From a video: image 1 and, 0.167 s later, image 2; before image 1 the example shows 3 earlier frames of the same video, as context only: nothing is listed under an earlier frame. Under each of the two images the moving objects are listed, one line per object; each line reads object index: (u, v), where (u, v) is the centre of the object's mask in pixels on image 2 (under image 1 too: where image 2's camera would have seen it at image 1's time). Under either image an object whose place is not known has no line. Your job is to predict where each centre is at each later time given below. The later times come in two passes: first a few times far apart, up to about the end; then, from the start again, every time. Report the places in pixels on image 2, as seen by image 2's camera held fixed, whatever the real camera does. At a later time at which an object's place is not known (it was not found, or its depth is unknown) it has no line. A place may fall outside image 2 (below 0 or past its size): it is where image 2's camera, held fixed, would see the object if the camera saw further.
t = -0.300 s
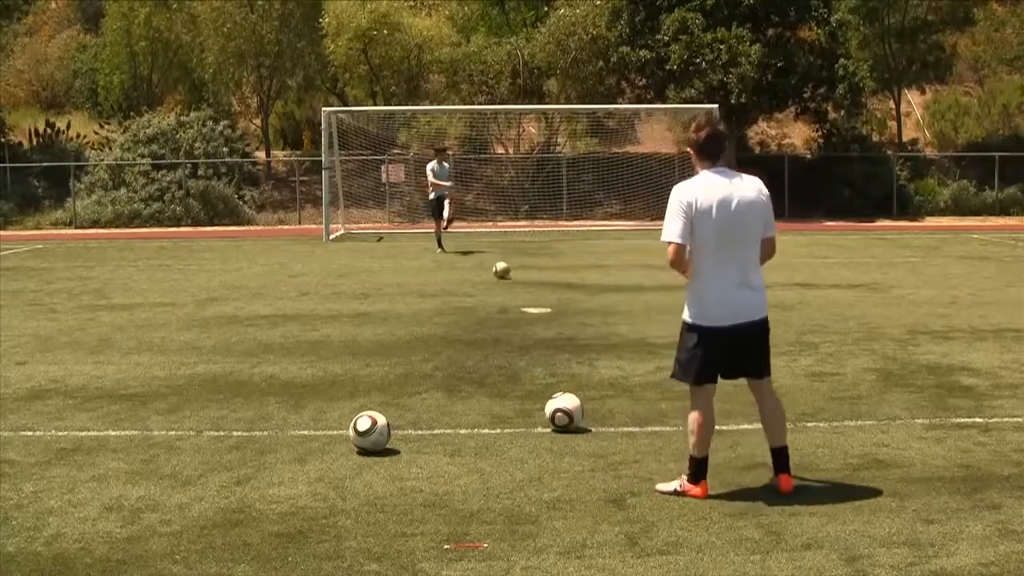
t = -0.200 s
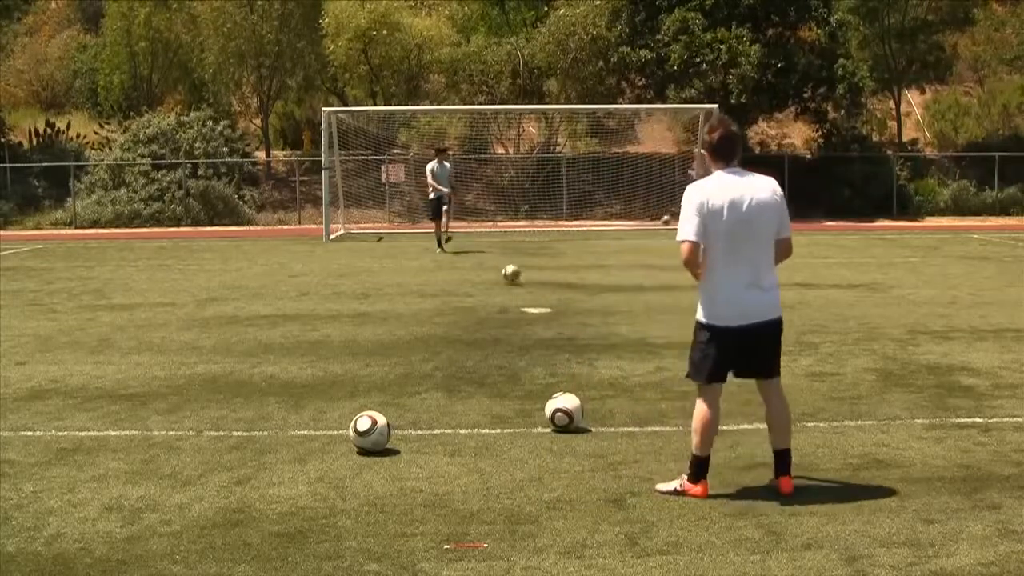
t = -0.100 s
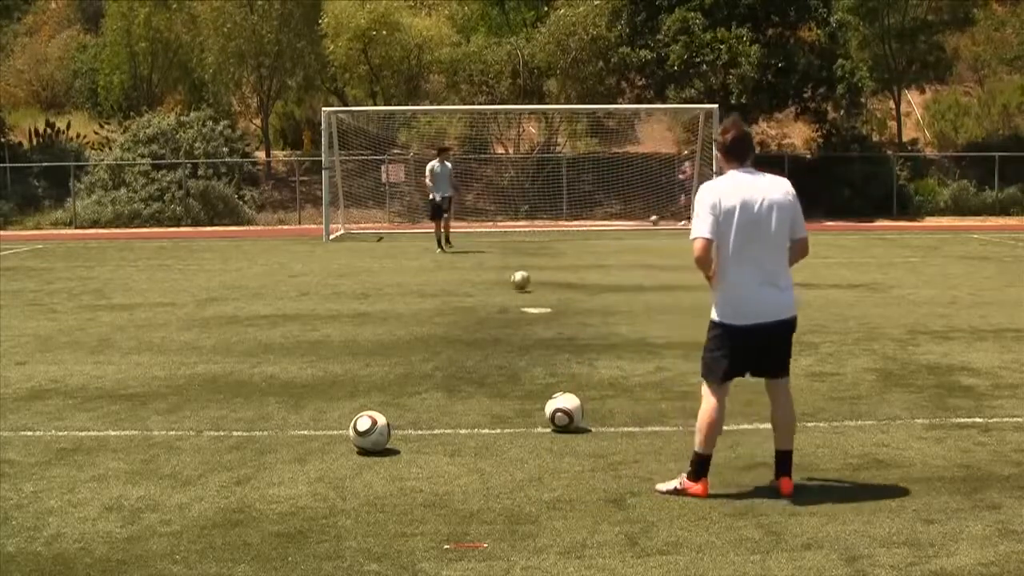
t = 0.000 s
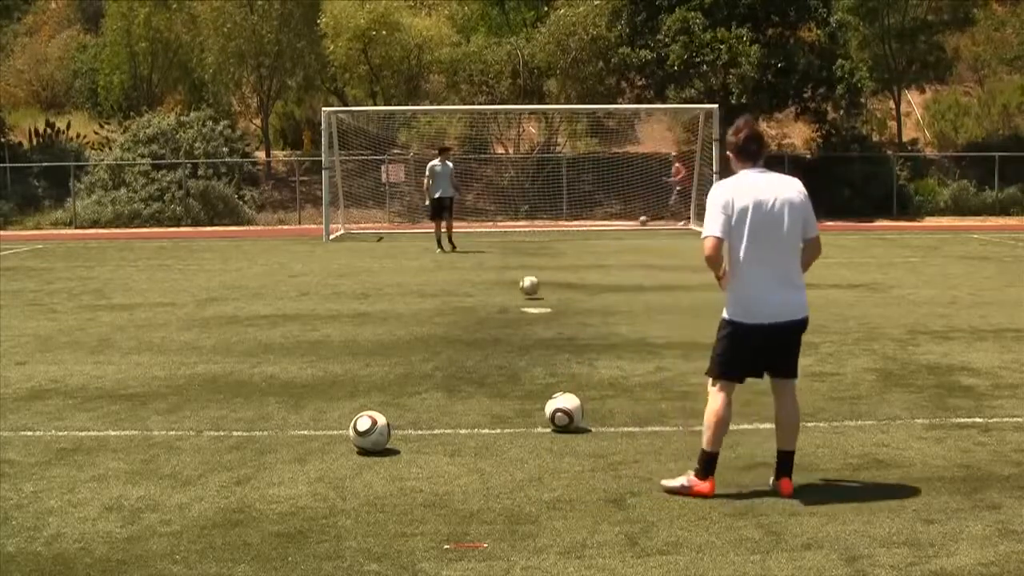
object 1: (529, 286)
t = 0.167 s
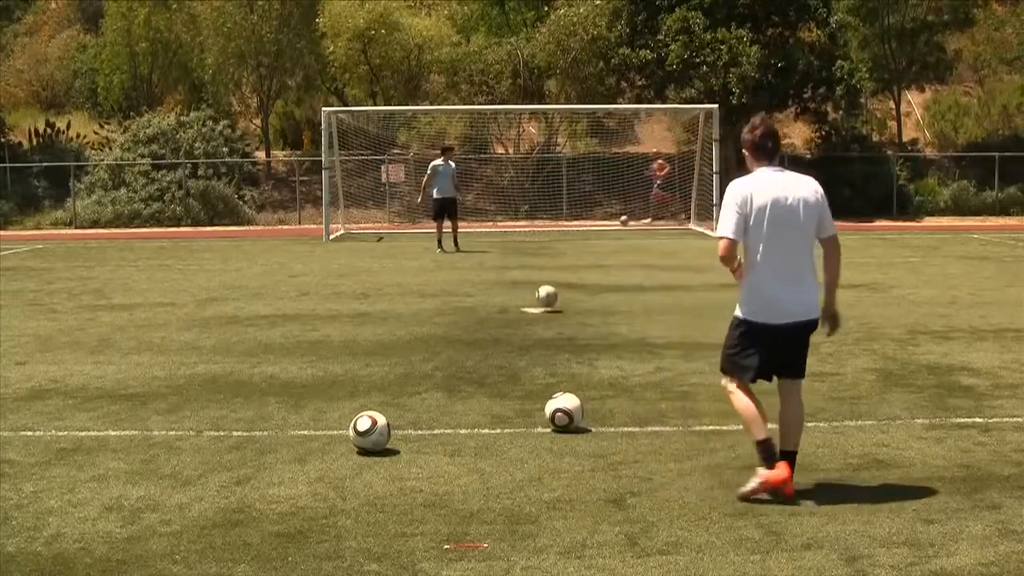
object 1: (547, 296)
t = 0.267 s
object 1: (558, 309)
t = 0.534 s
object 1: (592, 333)
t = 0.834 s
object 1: (641, 367)
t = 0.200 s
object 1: (550, 299)
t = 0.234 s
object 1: (554, 303)
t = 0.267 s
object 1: (558, 309)
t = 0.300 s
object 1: (562, 309)
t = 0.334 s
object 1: (566, 309)
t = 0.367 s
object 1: (570, 310)
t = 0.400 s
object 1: (574, 313)
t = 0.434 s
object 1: (578, 317)
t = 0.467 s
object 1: (582, 323)
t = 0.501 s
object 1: (587, 331)
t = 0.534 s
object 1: (592, 333)
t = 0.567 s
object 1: (596, 332)
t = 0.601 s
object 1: (601, 335)
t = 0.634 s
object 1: (607, 338)
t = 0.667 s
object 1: (612, 344)
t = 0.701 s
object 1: (617, 353)
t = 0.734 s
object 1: (623, 359)
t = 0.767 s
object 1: (629, 361)
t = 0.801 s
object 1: (635, 362)
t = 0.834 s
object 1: (641, 367)
